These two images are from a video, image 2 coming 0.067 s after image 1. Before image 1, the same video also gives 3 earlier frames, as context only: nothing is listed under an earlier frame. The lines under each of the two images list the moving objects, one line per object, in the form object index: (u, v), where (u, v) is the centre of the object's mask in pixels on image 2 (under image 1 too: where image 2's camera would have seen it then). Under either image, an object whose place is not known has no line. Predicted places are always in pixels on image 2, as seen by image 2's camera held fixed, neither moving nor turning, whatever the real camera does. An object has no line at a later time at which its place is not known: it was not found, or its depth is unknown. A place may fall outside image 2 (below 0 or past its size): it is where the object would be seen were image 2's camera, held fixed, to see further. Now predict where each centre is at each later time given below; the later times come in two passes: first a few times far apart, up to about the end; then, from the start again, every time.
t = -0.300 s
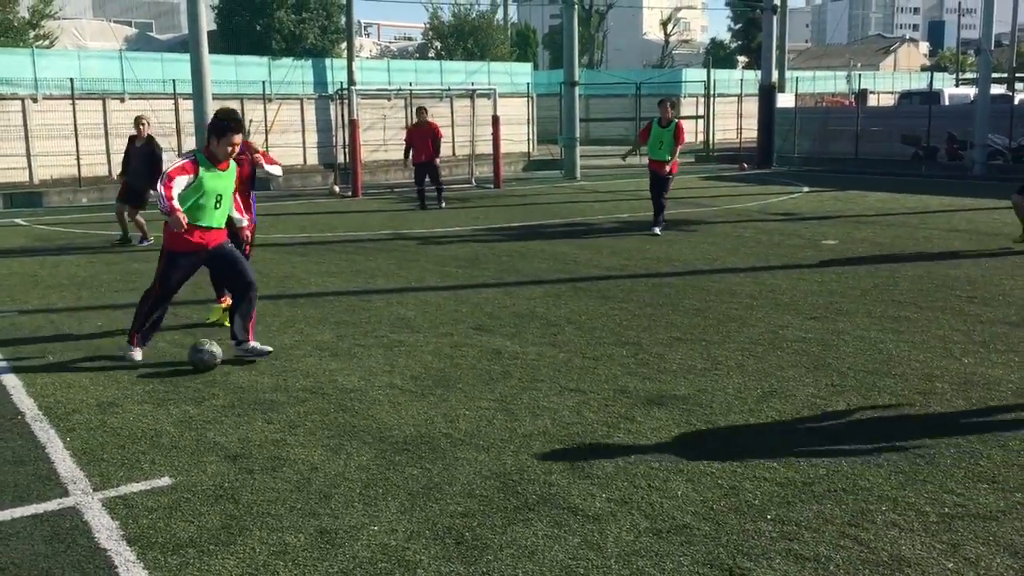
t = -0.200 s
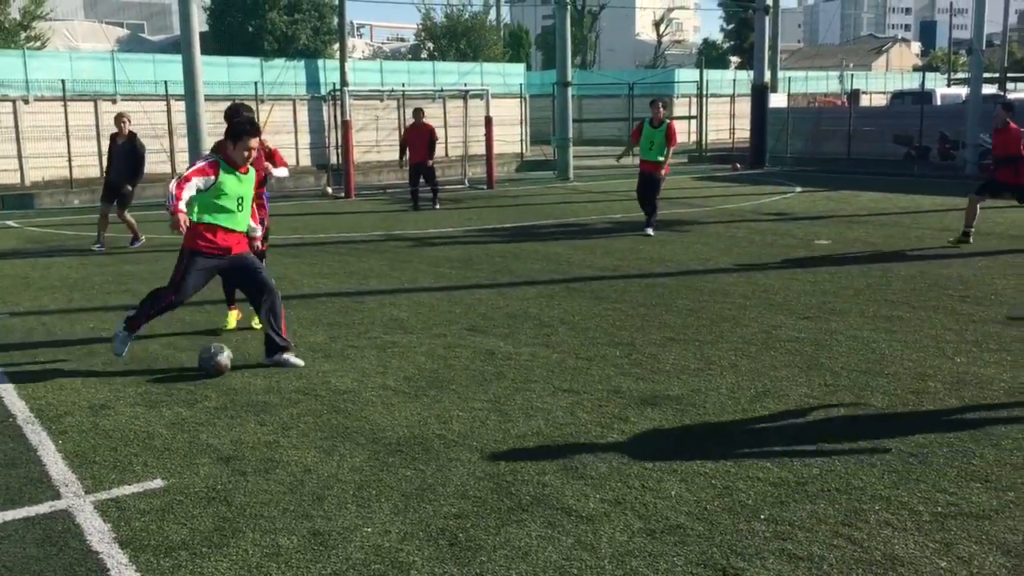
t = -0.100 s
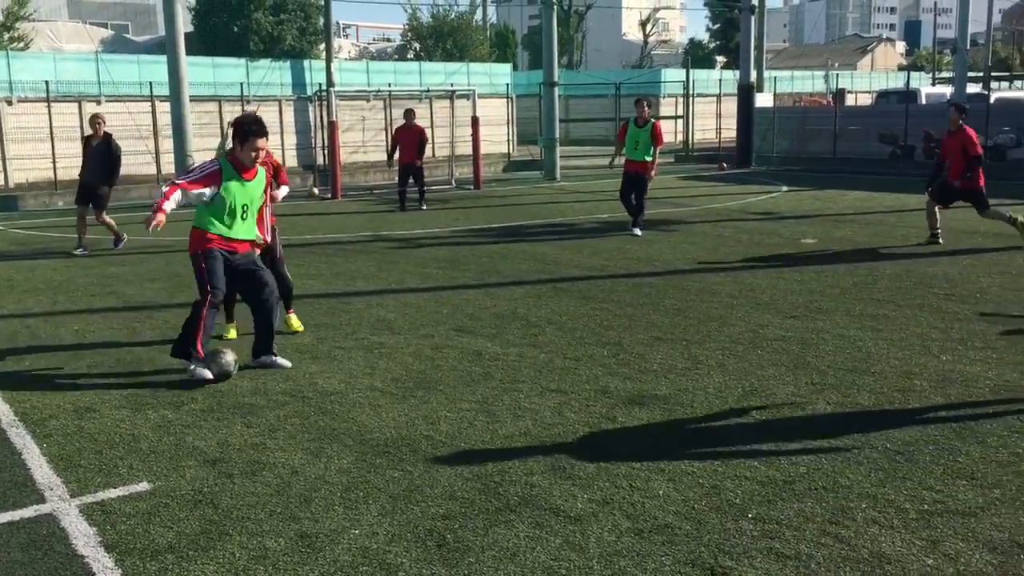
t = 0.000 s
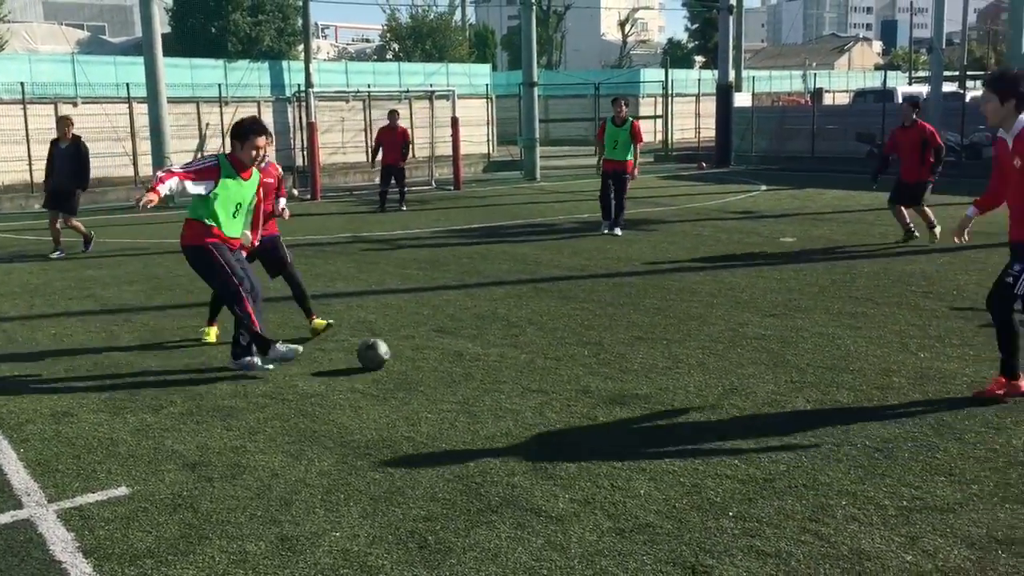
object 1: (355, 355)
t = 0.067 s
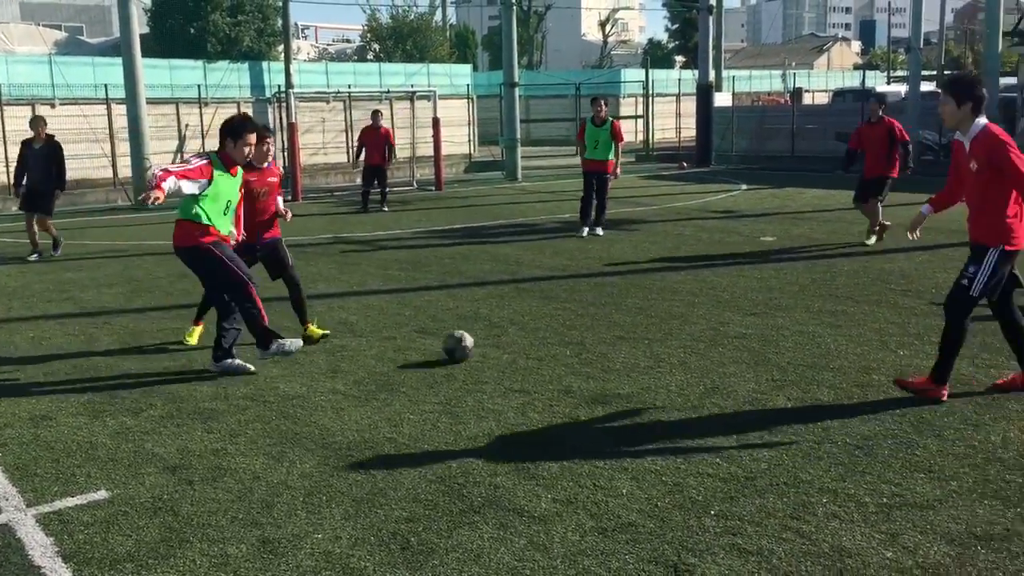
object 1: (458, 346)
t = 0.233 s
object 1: (676, 324)
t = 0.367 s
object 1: (821, 316)
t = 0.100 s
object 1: (506, 342)
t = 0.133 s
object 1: (552, 339)
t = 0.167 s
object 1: (596, 334)
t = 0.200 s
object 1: (636, 328)
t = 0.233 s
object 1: (676, 324)
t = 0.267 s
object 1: (715, 323)
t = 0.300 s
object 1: (753, 322)
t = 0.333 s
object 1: (788, 319)
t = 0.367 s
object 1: (821, 316)
